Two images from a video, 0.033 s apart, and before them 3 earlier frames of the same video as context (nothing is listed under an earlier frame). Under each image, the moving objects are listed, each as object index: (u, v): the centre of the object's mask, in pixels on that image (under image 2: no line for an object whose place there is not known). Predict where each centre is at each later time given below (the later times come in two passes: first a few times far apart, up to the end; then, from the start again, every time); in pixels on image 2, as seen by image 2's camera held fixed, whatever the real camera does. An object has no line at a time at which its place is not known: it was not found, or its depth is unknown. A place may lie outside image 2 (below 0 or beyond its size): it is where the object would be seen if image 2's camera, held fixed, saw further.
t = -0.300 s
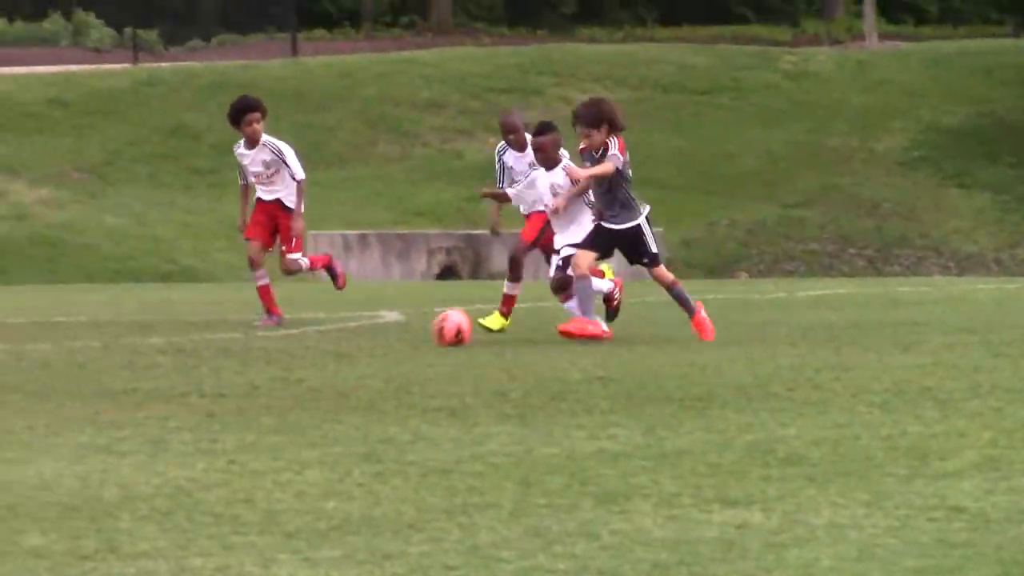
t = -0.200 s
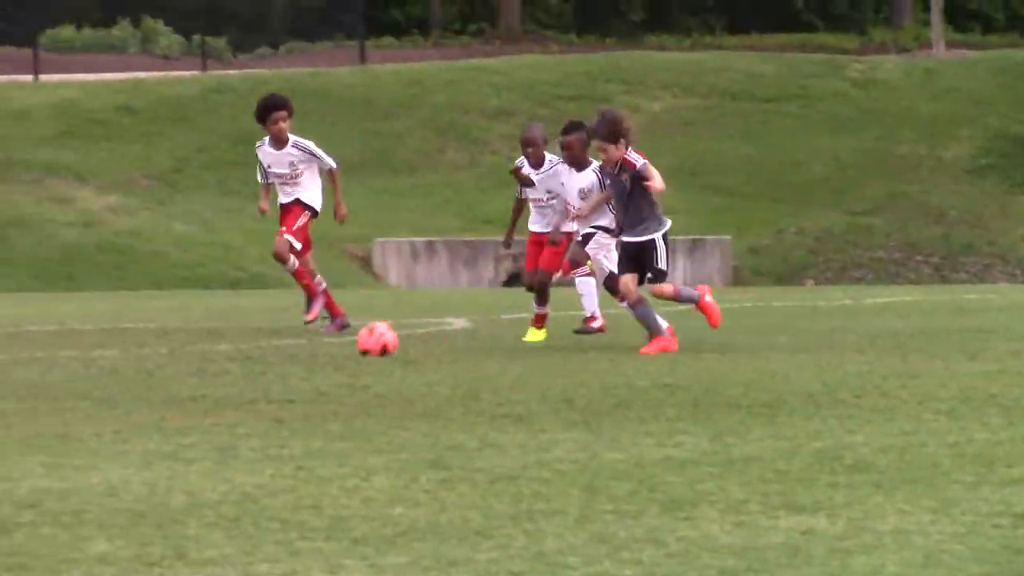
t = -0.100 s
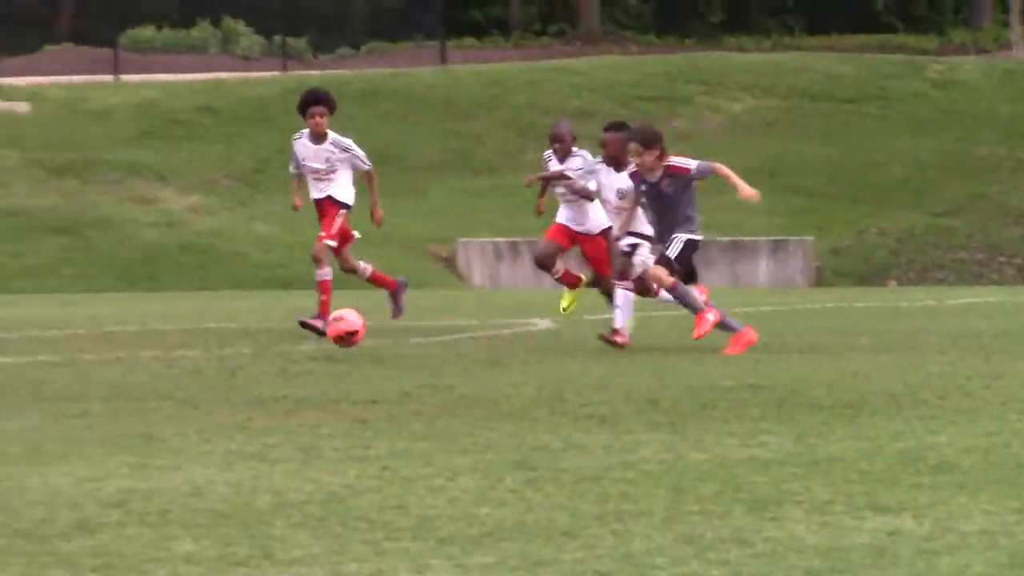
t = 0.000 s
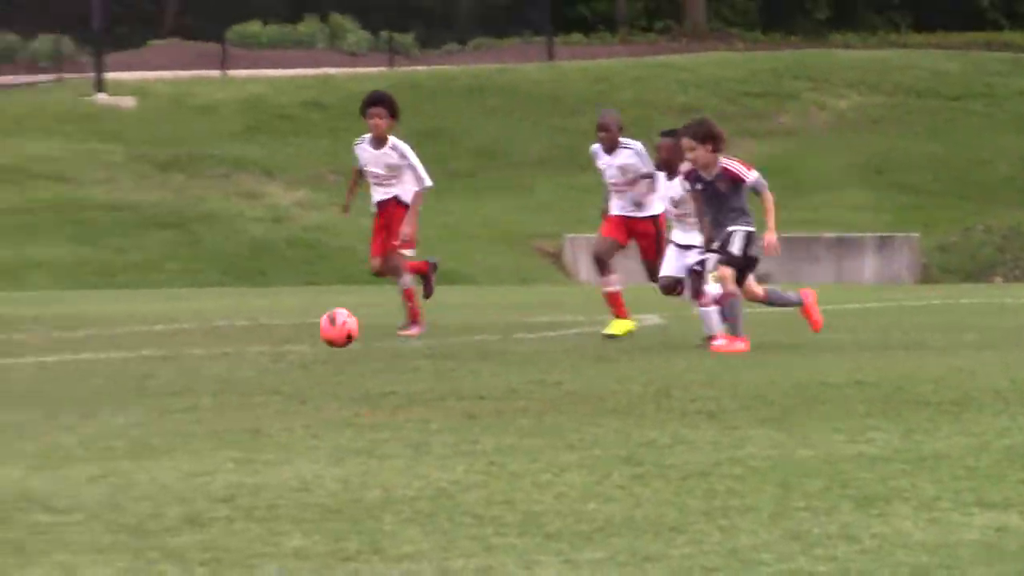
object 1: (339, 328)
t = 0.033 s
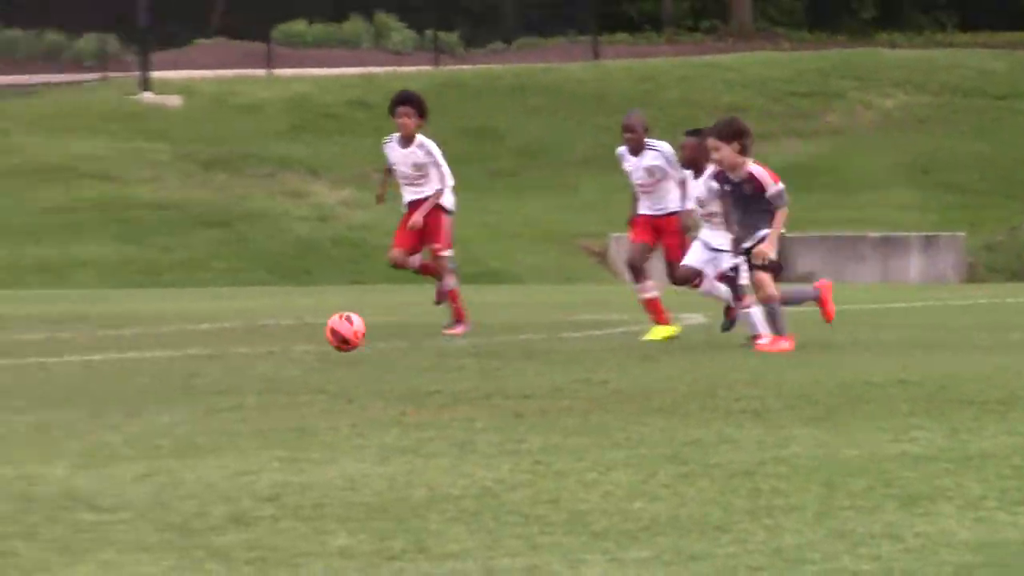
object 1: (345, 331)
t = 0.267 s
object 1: (125, 326)
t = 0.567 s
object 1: (-153, 350)
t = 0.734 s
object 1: (-313, 373)
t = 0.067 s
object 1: (304, 339)
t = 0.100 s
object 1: (267, 348)
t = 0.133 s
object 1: (238, 343)
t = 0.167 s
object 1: (212, 335)
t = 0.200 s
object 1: (183, 329)
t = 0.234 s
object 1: (153, 327)
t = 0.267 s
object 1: (125, 326)
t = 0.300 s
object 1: (94, 327)
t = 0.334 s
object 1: (66, 330)
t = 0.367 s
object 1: (36, 338)
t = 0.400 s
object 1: (5, 345)
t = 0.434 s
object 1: (-25, 357)
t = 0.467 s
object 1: (-57, 365)
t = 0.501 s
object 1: (-89, 357)
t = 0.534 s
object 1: (-120, 352)
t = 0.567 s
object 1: (-153, 350)
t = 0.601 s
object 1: (-184, 349)
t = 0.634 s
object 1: (-216, 350)
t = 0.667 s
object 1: (-247, 356)
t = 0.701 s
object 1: (-281, 364)
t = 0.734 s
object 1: (-313, 373)
